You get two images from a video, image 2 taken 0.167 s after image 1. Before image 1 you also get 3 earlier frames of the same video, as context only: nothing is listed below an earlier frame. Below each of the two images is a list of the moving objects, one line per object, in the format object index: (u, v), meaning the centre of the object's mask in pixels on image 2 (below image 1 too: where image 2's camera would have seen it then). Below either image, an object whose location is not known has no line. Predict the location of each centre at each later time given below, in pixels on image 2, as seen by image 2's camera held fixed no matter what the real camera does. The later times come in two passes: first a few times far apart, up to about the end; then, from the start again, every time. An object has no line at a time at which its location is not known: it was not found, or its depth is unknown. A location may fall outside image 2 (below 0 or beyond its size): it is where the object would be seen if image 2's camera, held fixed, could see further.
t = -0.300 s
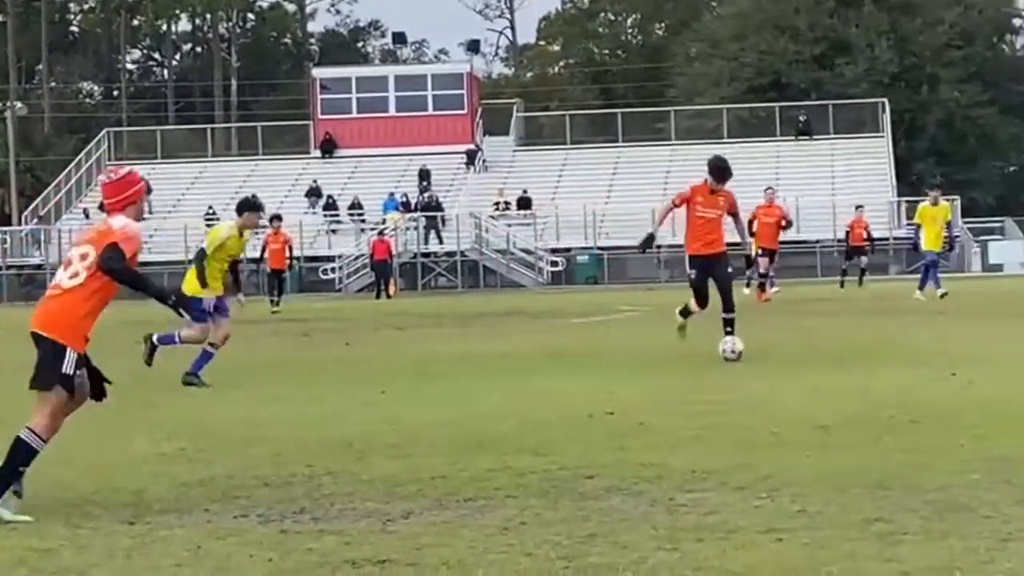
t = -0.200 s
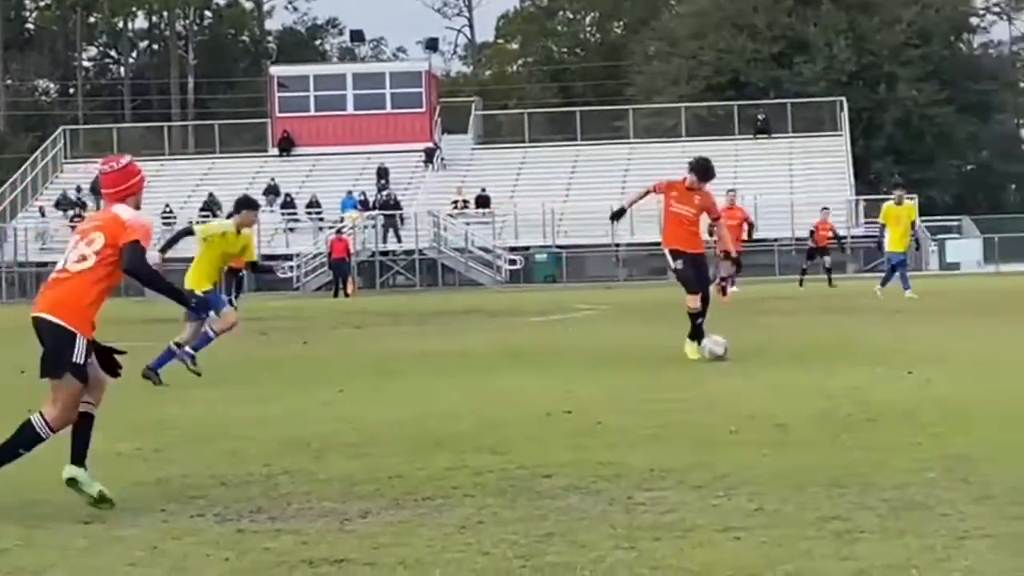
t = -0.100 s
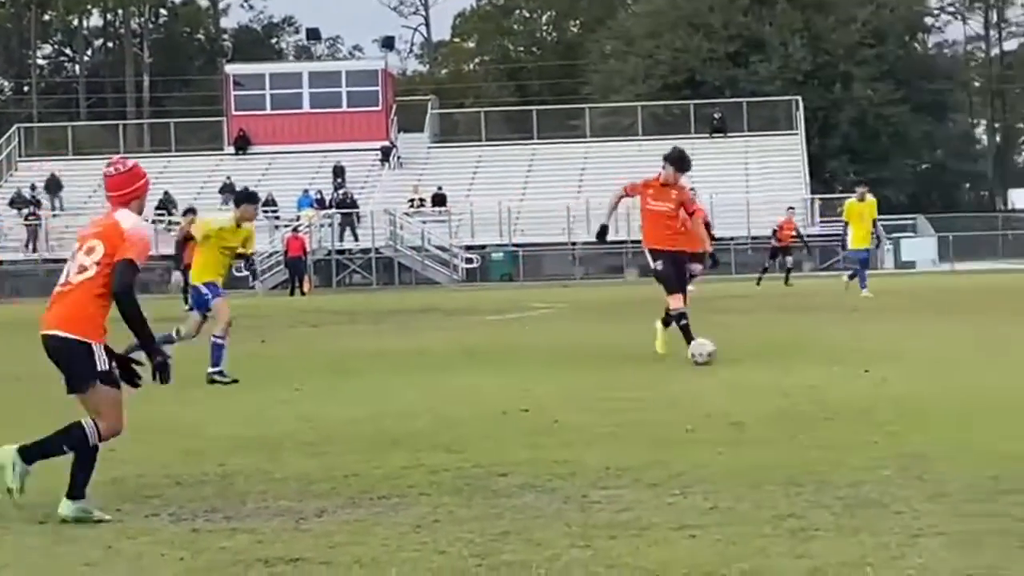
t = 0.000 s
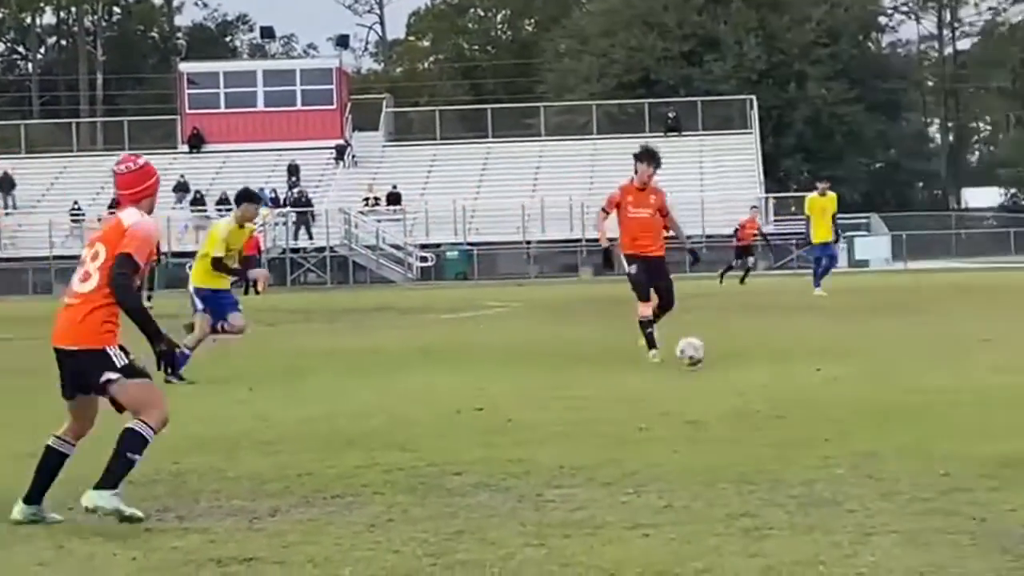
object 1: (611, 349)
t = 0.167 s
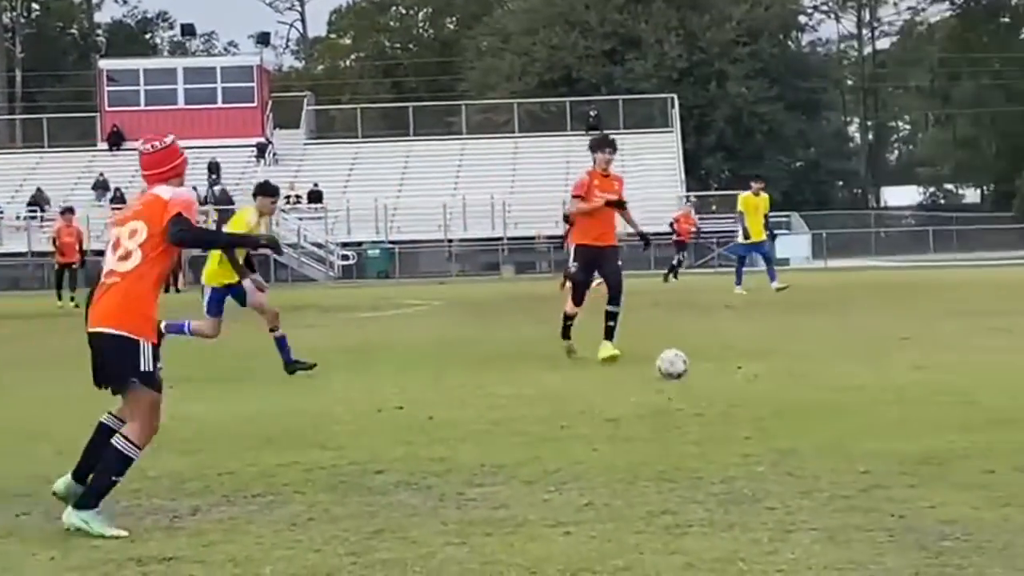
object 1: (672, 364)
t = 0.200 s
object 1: (684, 366)
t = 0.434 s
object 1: (776, 376)
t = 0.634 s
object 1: (862, 392)
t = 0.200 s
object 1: (684, 366)
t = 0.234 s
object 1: (696, 367)
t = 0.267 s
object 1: (709, 368)
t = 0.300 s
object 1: (723, 371)
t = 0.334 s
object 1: (735, 374)
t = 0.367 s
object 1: (748, 376)
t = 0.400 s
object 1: (761, 375)
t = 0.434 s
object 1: (776, 376)
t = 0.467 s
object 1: (790, 379)
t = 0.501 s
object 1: (803, 384)
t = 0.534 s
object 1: (819, 386)
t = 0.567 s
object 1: (832, 387)
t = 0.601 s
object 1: (847, 389)
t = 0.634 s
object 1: (862, 392)
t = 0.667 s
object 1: (877, 399)
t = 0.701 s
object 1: (893, 399)
